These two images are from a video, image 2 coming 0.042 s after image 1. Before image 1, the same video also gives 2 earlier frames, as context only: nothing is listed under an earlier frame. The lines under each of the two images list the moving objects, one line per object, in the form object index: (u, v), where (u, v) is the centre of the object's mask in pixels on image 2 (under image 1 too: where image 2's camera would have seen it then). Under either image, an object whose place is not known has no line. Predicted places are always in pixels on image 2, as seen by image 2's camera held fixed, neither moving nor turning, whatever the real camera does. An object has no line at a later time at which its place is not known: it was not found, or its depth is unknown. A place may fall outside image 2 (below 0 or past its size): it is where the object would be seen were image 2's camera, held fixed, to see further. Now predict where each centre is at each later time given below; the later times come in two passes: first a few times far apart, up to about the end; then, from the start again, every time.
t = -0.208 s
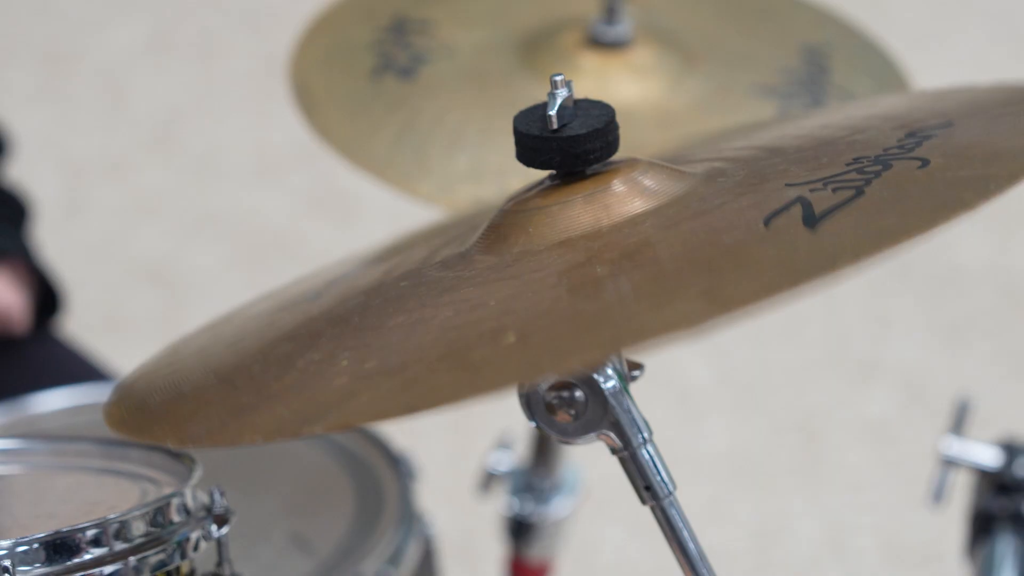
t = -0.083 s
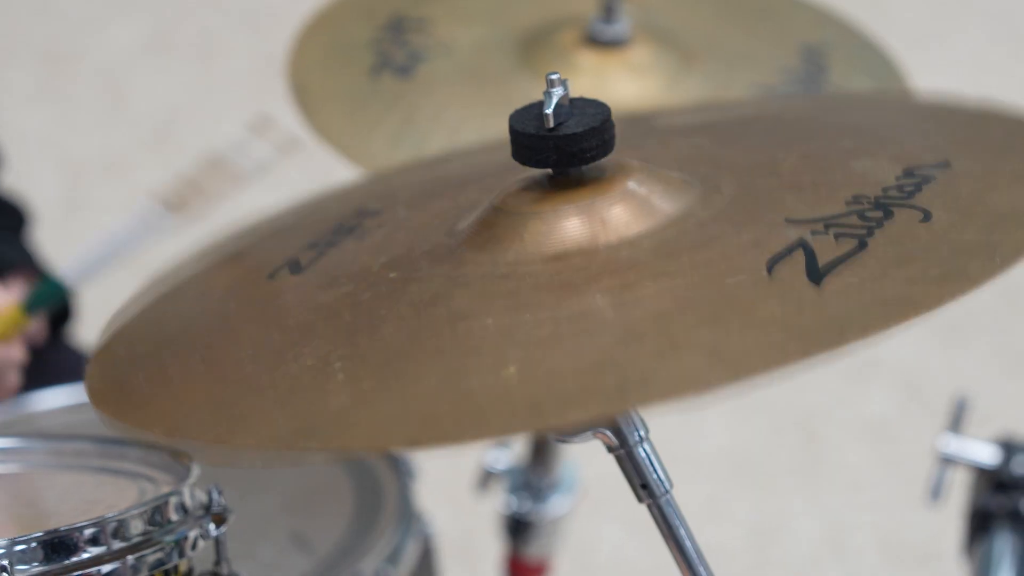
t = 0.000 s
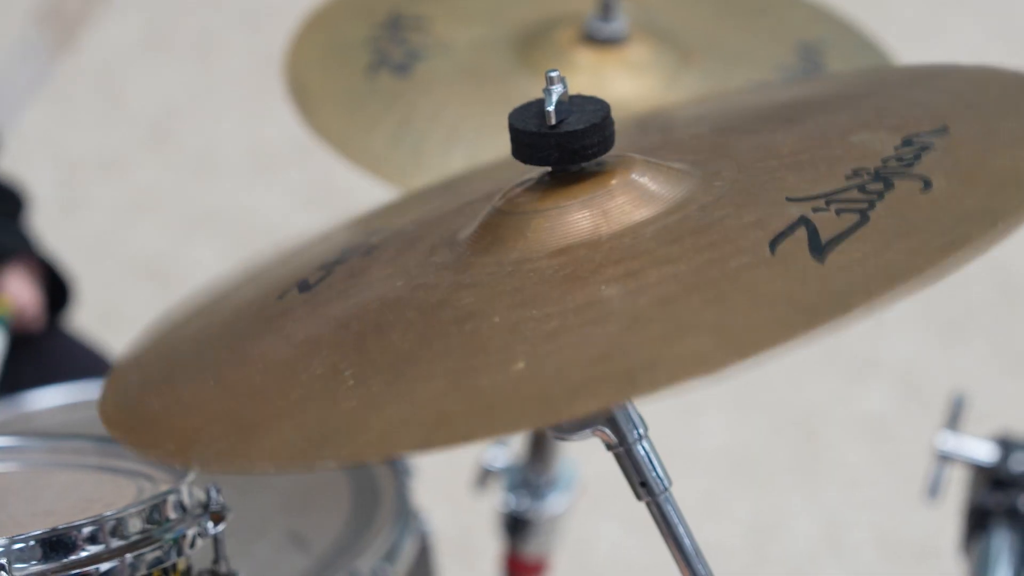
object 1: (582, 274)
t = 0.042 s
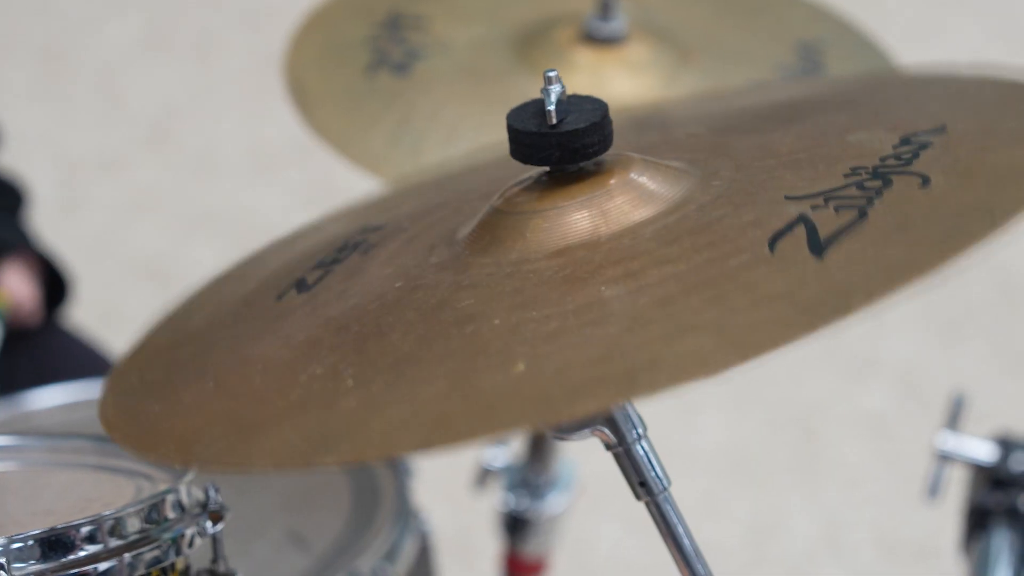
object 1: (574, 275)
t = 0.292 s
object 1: (555, 275)
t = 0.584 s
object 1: (565, 279)
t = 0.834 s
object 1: (586, 280)
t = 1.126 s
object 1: (563, 278)
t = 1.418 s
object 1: (585, 279)
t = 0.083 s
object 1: (574, 278)
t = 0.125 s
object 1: (577, 282)
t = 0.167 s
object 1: (569, 284)
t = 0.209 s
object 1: (561, 280)
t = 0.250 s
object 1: (556, 274)
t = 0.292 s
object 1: (555, 275)
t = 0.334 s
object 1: (551, 273)
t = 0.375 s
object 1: (548, 271)
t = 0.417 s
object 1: (550, 272)
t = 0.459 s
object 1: (550, 271)
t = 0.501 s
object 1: (555, 273)
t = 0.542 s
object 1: (558, 277)
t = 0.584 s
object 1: (565, 279)
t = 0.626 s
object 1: (570, 279)
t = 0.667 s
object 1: (578, 277)
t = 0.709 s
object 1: (582, 276)
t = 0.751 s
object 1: (586, 276)
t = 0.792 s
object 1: (588, 277)
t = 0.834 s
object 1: (586, 280)
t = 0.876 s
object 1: (577, 281)
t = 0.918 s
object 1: (573, 281)
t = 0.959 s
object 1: (572, 281)
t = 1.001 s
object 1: (567, 280)
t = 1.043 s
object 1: (564, 279)
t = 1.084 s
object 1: (562, 279)
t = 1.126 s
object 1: (563, 278)
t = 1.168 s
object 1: (564, 276)
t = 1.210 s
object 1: (564, 280)
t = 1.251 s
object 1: (569, 281)
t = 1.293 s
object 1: (575, 280)
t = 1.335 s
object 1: (579, 280)
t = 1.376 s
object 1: (581, 280)
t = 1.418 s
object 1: (585, 279)
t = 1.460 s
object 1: (589, 278)
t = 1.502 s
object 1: (587, 280)
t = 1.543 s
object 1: (583, 282)
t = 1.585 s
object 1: (580, 282)
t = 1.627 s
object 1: (580, 282)
